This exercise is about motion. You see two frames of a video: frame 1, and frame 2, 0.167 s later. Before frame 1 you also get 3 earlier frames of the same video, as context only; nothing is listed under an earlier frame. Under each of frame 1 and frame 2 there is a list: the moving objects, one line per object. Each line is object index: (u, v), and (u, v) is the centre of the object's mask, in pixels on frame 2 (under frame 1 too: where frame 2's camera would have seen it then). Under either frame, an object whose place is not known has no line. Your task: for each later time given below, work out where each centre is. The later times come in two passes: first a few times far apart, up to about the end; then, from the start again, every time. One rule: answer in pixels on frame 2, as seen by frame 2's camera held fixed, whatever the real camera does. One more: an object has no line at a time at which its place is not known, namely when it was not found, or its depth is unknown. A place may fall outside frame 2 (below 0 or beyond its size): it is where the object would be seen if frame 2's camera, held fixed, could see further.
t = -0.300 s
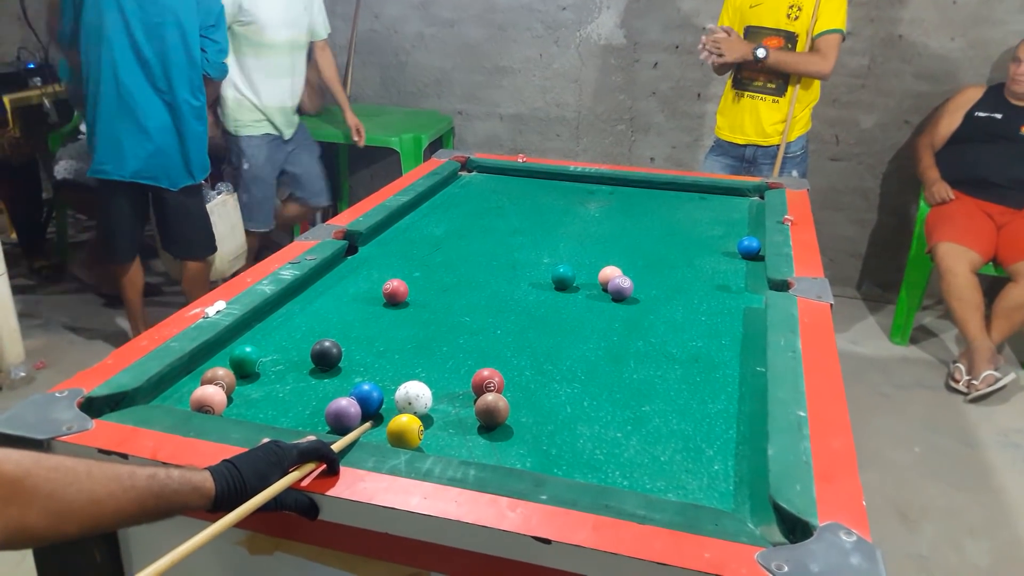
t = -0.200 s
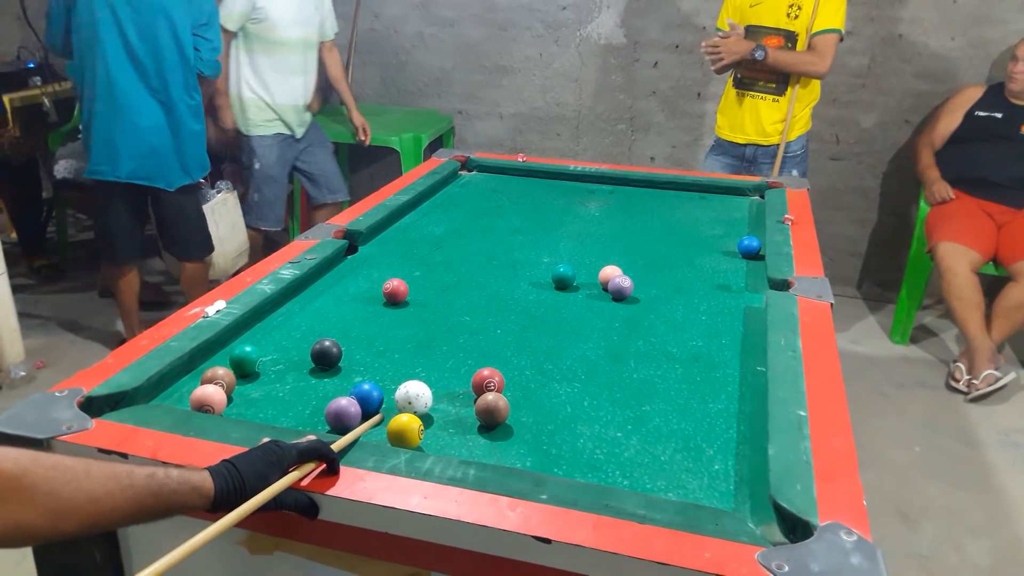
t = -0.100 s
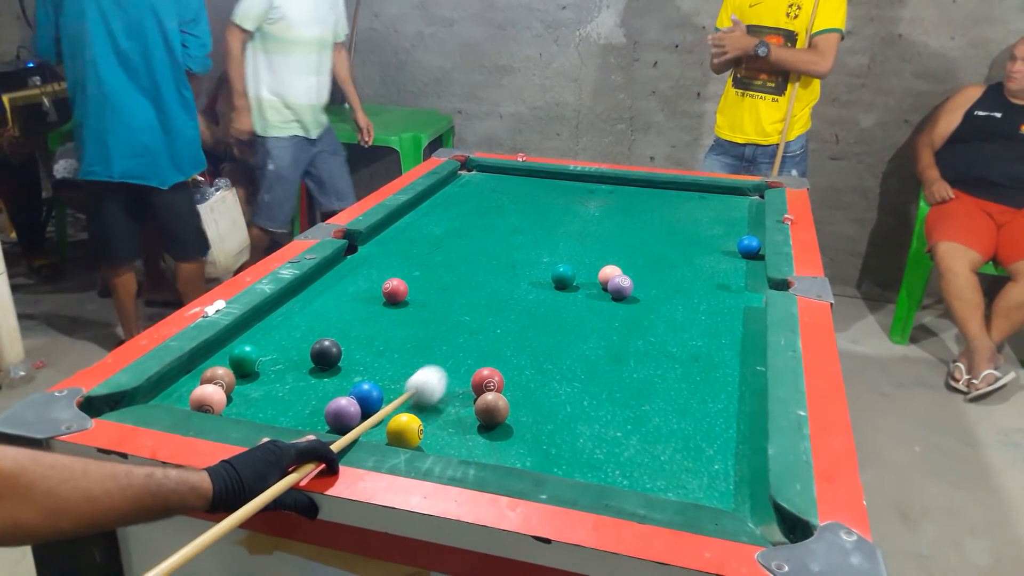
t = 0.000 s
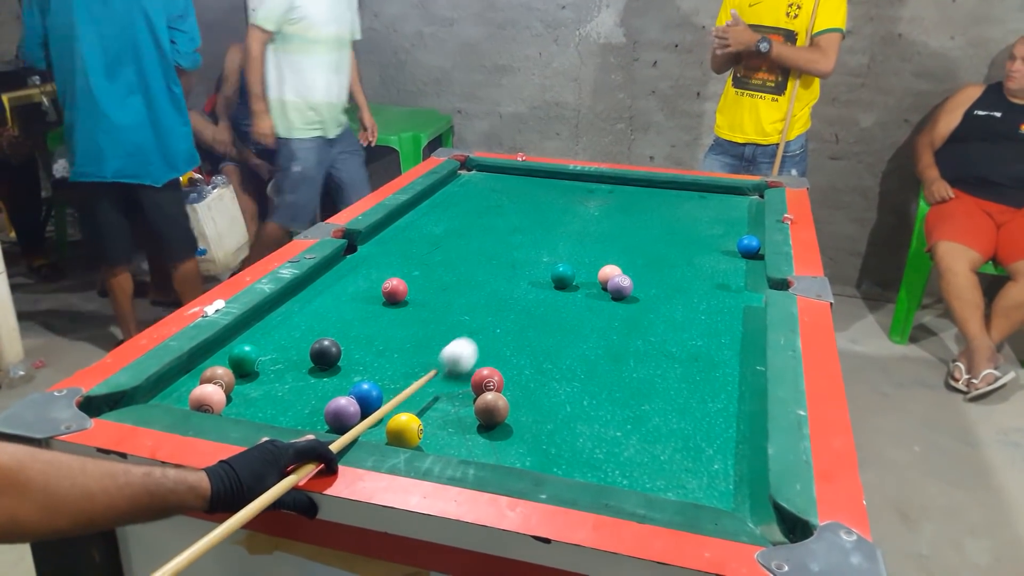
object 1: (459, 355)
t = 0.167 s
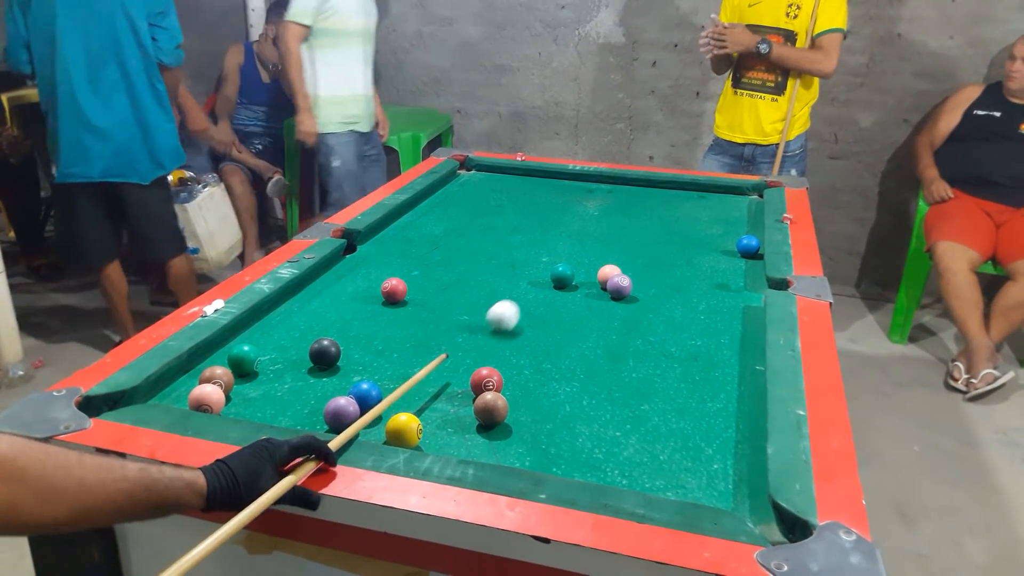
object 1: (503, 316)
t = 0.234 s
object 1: (519, 302)
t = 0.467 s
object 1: (539, 271)
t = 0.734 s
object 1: (533, 250)
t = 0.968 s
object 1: (529, 234)
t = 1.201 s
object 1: (526, 220)
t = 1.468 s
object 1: (523, 207)
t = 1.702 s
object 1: (521, 198)
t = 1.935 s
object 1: (518, 190)
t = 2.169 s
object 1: (517, 183)
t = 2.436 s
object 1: (516, 176)
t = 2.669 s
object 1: (515, 170)
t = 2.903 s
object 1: (513, 170)
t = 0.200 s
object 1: (511, 309)
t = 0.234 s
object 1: (519, 302)
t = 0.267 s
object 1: (526, 296)
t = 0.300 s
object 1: (533, 290)
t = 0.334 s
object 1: (539, 284)
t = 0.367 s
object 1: (543, 280)
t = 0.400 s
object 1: (541, 278)
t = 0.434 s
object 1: (540, 274)
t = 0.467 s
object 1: (539, 271)
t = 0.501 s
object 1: (538, 268)
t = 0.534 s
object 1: (538, 265)
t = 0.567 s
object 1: (537, 263)
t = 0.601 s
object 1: (536, 260)
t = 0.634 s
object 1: (535, 257)
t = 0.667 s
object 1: (535, 255)
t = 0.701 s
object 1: (534, 252)
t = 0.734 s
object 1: (533, 250)
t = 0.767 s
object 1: (533, 247)
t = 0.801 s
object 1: (532, 245)
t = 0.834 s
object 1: (532, 243)
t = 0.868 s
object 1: (531, 240)
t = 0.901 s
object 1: (530, 238)
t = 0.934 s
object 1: (530, 236)
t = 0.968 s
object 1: (529, 234)
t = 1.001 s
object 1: (529, 232)
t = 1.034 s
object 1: (528, 230)
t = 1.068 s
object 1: (528, 228)
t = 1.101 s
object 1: (527, 226)
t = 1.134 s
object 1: (527, 224)
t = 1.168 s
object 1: (527, 222)
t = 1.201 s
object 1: (526, 220)
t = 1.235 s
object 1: (526, 219)
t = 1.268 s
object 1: (525, 217)
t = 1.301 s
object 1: (525, 215)
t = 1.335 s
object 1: (525, 214)
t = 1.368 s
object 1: (524, 212)
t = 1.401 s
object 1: (524, 211)
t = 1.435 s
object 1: (524, 209)
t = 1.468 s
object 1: (523, 207)
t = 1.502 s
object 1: (523, 206)
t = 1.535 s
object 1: (522, 205)
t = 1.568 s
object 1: (522, 203)
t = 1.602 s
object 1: (522, 202)
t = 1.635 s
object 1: (521, 201)
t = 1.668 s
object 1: (521, 199)
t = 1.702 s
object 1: (521, 198)
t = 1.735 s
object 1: (520, 197)
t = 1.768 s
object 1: (520, 195)
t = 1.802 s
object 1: (519, 195)
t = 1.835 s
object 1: (519, 193)
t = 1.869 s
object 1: (519, 192)
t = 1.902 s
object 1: (519, 191)
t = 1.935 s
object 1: (518, 190)
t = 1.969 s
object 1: (518, 189)
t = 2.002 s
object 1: (518, 188)
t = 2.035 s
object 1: (518, 187)
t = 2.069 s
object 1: (518, 186)
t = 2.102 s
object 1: (517, 185)
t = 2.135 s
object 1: (517, 183)
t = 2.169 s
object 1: (517, 183)
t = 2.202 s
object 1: (517, 182)
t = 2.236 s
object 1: (517, 181)
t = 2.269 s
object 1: (517, 180)
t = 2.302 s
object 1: (517, 179)
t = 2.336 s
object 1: (516, 178)
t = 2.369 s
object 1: (516, 177)
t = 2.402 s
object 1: (516, 176)
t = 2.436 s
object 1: (516, 176)
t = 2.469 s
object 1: (516, 175)
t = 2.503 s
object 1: (516, 174)
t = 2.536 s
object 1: (516, 173)
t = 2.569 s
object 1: (516, 173)
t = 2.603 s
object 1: (515, 172)
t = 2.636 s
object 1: (515, 171)
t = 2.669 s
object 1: (515, 170)
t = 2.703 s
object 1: (515, 169)
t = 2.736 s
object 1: (514, 169)
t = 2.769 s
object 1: (513, 169)
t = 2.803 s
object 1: (513, 170)
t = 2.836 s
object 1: (512, 170)
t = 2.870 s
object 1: (511, 170)
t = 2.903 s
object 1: (513, 170)
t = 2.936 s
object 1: (509, 171)
